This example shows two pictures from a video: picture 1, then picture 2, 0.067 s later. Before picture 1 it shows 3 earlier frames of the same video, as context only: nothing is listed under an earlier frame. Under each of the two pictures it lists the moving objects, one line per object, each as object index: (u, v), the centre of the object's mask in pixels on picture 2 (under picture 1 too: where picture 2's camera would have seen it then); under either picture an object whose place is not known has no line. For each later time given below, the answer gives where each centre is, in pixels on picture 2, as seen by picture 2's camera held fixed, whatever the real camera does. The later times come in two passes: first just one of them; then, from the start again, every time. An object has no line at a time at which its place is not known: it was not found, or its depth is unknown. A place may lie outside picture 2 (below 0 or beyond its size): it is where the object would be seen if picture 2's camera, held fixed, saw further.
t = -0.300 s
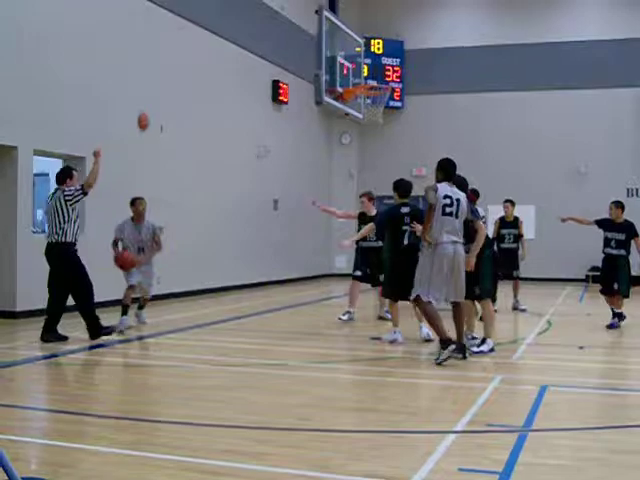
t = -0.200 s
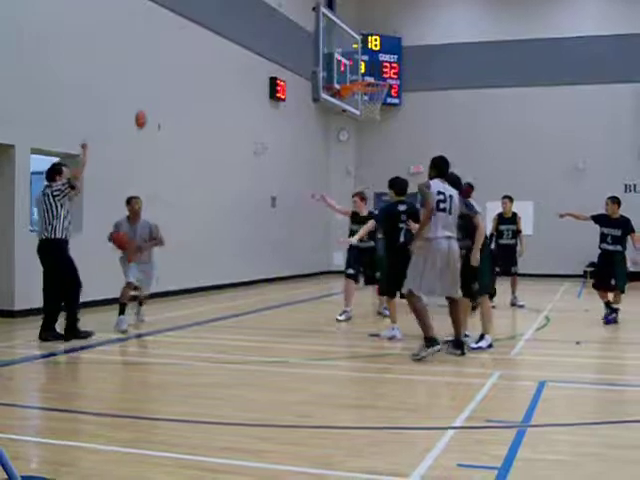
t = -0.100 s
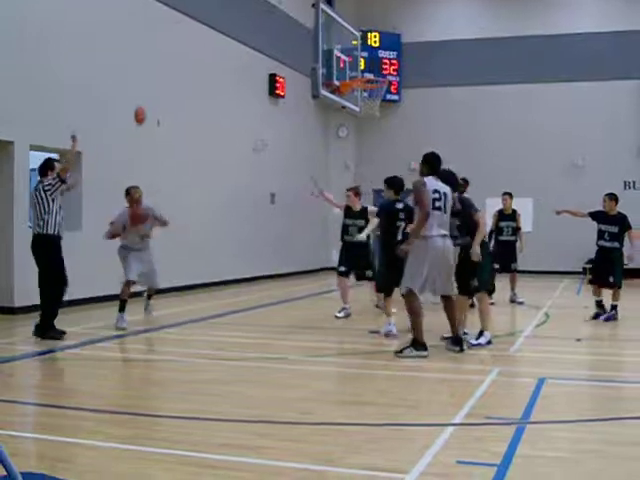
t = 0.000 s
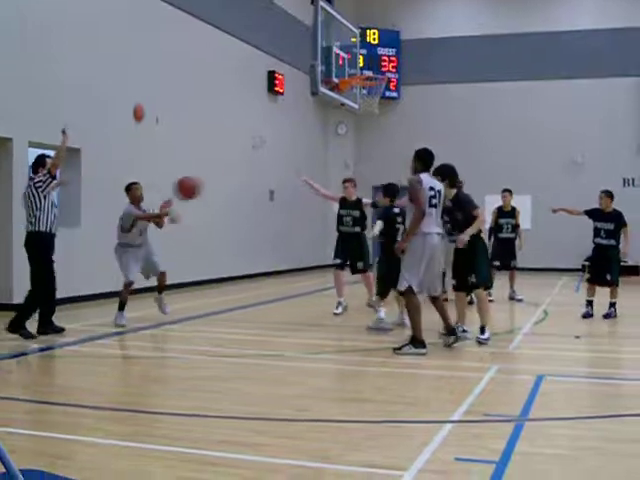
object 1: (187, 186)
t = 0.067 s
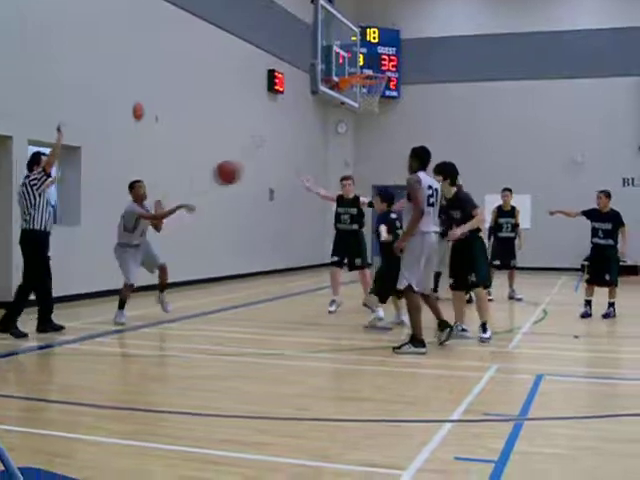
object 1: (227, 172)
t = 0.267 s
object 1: (384, 149)
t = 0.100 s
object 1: (248, 166)
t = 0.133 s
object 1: (272, 161)
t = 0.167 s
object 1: (296, 157)
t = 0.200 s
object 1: (324, 154)
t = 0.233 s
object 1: (353, 152)
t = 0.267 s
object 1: (384, 149)
